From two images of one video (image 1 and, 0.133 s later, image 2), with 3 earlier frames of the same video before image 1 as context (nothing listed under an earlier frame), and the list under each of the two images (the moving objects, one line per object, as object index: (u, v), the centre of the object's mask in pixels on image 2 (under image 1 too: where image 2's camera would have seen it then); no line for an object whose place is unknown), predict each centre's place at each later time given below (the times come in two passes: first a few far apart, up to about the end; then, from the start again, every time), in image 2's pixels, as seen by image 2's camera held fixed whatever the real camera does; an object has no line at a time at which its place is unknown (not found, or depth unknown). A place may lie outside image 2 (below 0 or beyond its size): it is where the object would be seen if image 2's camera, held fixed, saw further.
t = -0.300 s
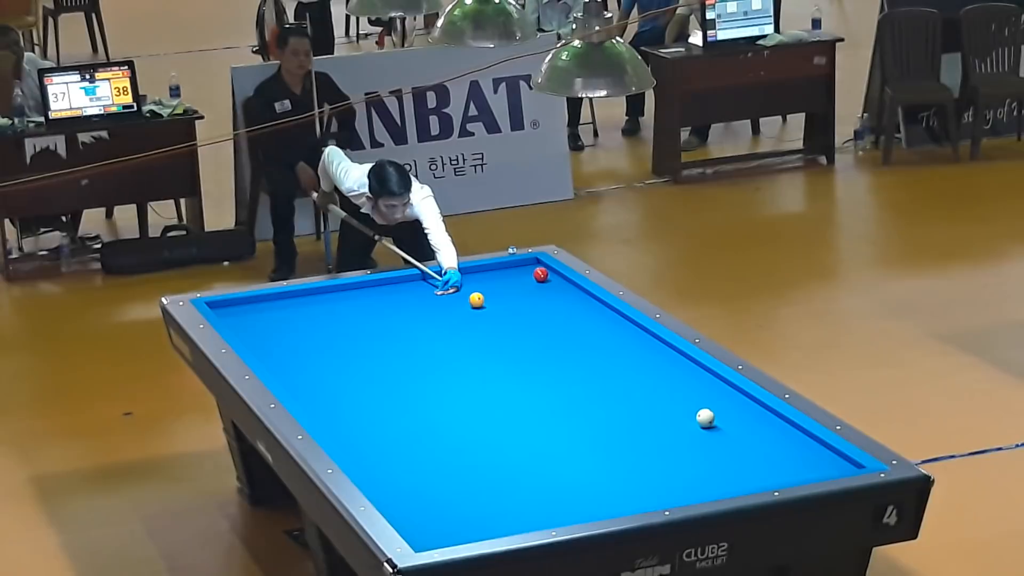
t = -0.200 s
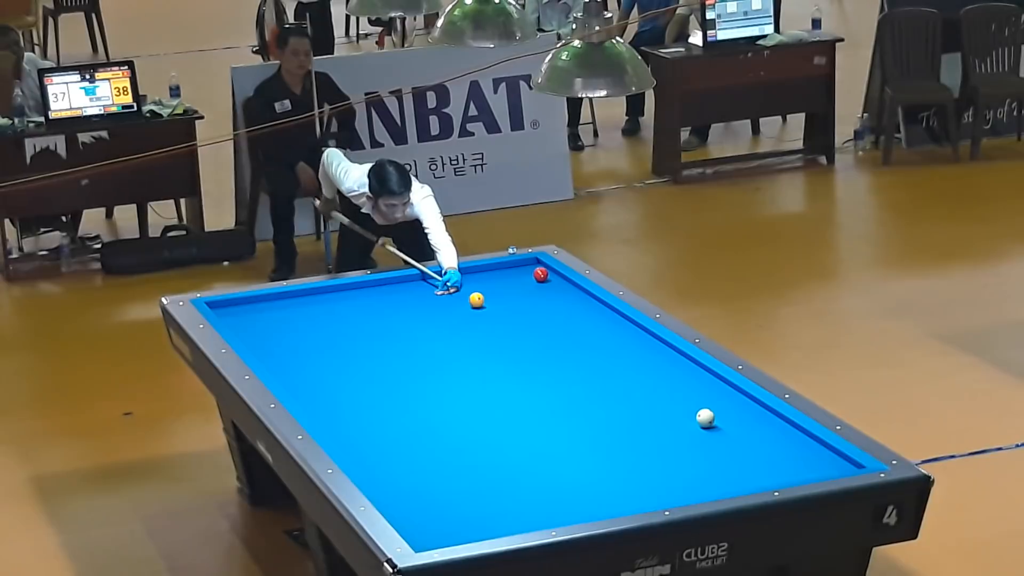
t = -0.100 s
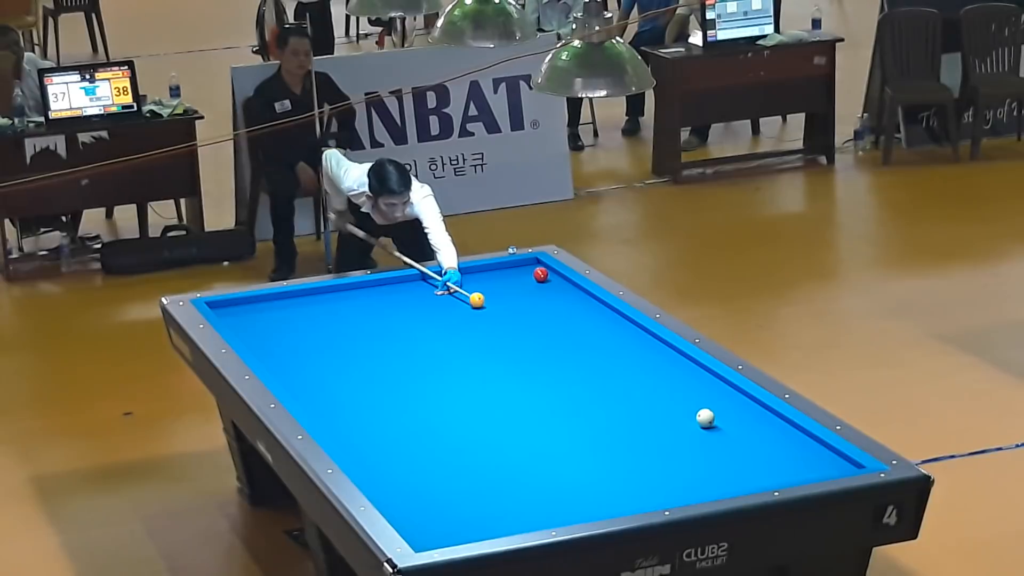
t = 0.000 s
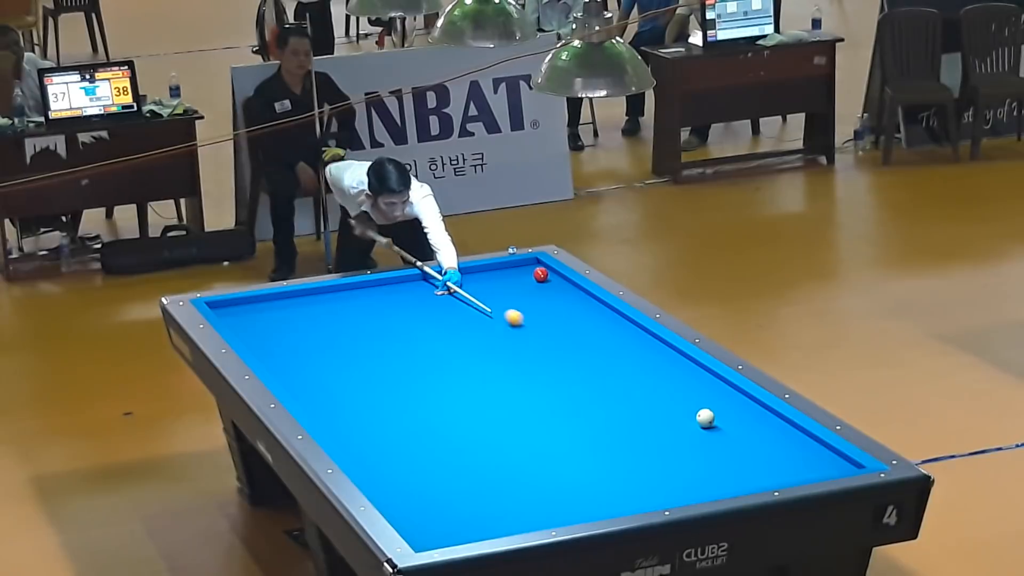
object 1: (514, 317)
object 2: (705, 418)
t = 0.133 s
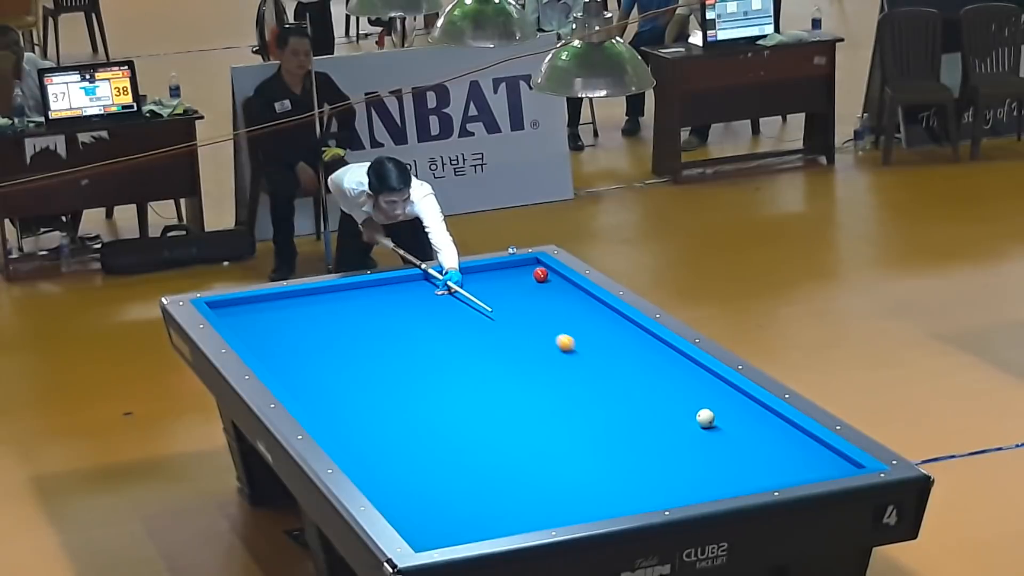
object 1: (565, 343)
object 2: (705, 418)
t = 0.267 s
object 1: (617, 369)
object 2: (705, 418)
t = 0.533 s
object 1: (730, 412)
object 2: (709, 433)
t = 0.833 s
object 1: (757, 442)
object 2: (718, 486)
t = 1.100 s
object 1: (755, 480)
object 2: (657, 463)
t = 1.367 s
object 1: (670, 474)
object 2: (607, 443)
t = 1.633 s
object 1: (588, 465)
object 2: (560, 425)
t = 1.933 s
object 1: (499, 455)
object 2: (510, 405)
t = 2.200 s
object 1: (425, 446)
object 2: (469, 390)
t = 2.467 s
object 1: (353, 438)
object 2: (430, 375)
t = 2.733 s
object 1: (350, 421)
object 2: (393, 361)
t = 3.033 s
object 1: (368, 400)
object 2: (355, 346)
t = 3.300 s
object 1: (384, 382)
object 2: (322, 334)
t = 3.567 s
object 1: (398, 366)
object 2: (292, 323)
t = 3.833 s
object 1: (412, 350)
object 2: (262, 311)
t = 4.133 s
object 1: (426, 333)
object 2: (235, 302)
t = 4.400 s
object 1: (438, 320)
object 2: (236, 311)
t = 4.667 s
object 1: (449, 307)
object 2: (236, 319)
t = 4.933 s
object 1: (460, 295)
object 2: (237, 327)
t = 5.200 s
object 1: (470, 283)
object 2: (243, 333)
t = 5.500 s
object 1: (480, 271)
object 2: (254, 340)
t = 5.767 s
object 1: (501, 268)
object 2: (263, 346)
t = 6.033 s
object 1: (527, 270)
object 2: (272, 351)
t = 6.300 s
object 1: (548, 268)
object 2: (281, 357)
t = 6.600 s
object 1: (537, 274)
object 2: (291, 362)
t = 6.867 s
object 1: (530, 278)
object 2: (299, 367)
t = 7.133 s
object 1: (524, 281)
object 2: (307, 372)
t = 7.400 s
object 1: (517, 284)
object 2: (316, 377)
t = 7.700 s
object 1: (511, 287)
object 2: (324, 382)
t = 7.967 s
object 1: (505, 290)
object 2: (332, 386)
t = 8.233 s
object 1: (500, 292)
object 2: (339, 391)
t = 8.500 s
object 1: (495, 294)
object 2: (346, 394)
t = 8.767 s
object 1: (490, 297)
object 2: (353, 398)
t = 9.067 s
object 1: (486, 299)
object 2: (360, 402)
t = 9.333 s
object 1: (483, 300)
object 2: (367, 405)
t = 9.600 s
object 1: (479, 302)
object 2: (372, 408)
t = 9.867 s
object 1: (476, 303)
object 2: (378, 411)
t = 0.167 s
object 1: (578, 349)
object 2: (705, 418)
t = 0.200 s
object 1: (591, 355)
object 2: (705, 418)
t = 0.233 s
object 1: (604, 362)
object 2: (705, 418)
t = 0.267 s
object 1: (617, 369)
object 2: (705, 418)
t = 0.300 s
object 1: (631, 375)
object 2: (705, 418)
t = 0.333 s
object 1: (644, 382)
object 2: (705, 418)
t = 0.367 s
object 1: (659, 389)
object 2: (705, 418)
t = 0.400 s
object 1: (673, 397)
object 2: (705, 418)
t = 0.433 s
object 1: (688, 404)
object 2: (705, 418)
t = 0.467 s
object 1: (701, 407)
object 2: (705, 419)
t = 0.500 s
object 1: (717, 411)
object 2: (707, 425)
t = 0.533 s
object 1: (730, 412)
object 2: (709, 433)
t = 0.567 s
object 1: (743, 412)
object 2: (711, 440)
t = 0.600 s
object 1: (757, 413)
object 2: (713, 448)
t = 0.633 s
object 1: (769, 414)
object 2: (715, 455)
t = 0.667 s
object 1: (767, 418)
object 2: (717, 463)
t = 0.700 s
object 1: (764, 423)
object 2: (719, 469)
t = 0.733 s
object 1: (761, 427)
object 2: (721, 477)
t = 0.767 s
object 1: (760, 432)
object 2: (722, 483)
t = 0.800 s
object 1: (758, 437)
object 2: (723, 487)
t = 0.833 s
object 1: (757, 442)
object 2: (718, 486)
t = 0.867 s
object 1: (757, 447)
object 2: (709, 484)
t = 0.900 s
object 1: (757, 452)
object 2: (701, 482)
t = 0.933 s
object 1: (757, 457)
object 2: (693, 478)
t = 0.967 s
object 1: (757, 462)
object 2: (685, 474)
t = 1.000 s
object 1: (756, 467)
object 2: (678, 471)
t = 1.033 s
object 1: (757, 473)
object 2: (671, 468)
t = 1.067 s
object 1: (756, 477)
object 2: (664, 466)
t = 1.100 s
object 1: (755, 480)
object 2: (657, 463)
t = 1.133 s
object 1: (750, 482)
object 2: (651, 460)
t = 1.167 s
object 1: (737, 482)
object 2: (645, 458)
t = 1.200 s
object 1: (725, 481)
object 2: (638, 455)
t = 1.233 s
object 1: (713, 480)
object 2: (631, 453)
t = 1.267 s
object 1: (702, 478)
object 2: (625, 450)
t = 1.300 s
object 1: (691, 476)
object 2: (619, 448)
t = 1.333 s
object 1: (680, 475)
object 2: (613, 446)
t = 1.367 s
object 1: (670, 474)
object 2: (607, 443)
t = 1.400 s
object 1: (659, 473)
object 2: (601, 441)
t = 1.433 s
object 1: (648, 472)
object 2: (595, 438)
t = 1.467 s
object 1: (638, 470)
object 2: (589, 436)
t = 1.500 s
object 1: (628, 469)
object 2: (583, 434)
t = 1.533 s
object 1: (618, 468)
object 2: (577, 431)
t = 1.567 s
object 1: (607, 467)
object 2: (571, 429)
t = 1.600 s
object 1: (597, 466)
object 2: (565, 427)
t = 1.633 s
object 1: (588, 465)
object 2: (560, 425)
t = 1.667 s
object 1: (577, 463)
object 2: (554, 422)
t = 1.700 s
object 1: (567, 463)
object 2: (549, 420)
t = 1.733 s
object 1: (558, 461)
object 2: (543, 418)
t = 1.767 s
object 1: (548, 460)
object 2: (537, 416)
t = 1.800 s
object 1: (538, 459)
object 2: (532, 414)
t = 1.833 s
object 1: (528, 458)
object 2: (526, 411)
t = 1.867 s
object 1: (519, 457)
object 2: (521, 410)
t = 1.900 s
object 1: (509, 456)
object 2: (515, 407)
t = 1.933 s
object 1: (499, 455)
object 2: (510, 405)
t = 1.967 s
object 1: (490, 454)
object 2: (505, 403)
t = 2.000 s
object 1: (480, 453)
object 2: (500, 401)
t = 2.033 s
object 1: (471, 452)
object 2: (495, 399)
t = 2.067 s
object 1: (461, 450)
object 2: (489, 397)
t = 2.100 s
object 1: (452, 449)
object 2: (484, 395)
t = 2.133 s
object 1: (443, 448)
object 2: (479, 393)
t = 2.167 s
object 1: (434, 447)
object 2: (474, 392)
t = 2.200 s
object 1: (425, 446)
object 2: (469, 390)
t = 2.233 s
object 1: (416, 445)
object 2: (464, 388)
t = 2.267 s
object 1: (407, 444)
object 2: (459, 386)
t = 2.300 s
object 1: (398, 443)
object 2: (454, 384)
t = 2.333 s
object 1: (389, 442)
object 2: (449, 382)
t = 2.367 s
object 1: (380, 441)
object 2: (444, 380)
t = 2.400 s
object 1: (371, 440)
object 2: (439, 379)
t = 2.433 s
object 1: (362, 439)
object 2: (435, 377)
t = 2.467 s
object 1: (353, 438)
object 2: (430, 375)
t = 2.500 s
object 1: (345, 438)
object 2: (425, 373)
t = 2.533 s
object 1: (337, 436)
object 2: (421, 371)
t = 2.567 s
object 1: (337, 434)
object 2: (416, 370)
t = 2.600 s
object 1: (340, 431)
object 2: (411, 368)
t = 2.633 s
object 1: (343, 429)
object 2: (407, 366)
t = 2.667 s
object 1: (345, 426)
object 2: (402, 364)
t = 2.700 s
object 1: (348, 424)
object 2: (398, 363)
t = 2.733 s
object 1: (350, 421)
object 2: (393, 361)
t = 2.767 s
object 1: (352, 419)
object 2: (389, 359)
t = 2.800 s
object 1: (354, 416)
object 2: (385, 358)
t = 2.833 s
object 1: (356, 414)
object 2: (380, 356)
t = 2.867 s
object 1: (358, 411)
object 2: (376, 354)
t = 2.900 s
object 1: (360, 409)
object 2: (372, 353)
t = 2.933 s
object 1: (362, 407)
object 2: (367, 351)
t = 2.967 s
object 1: (364, 404)
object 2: (363, 349)
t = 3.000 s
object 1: (366, 402)
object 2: (359, 348)
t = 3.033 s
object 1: (368, 400)
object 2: (355, 346)
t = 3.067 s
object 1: (370, 398)
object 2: (351, 345)
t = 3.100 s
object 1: (373, 395)
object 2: (347, 343)
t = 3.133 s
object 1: (374, 393)
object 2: (342, 342)
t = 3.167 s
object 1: (376, 391)
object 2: (338, 340)
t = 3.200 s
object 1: (378, 389)
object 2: (334, 339)
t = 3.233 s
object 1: (380, 387)
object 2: (330, 337)
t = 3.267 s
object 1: (382, 384)
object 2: (327, 335)
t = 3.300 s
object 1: (384, 382)
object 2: (322, 334)
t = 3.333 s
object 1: (386, 380)
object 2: (319, 332)
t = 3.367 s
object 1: (388, 378)
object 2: (315, 331)
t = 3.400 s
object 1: (389, 376)
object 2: (311, 330)
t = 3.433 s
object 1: (391, 374)
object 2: (307, 328)
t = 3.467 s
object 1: (393, 372)
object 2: (303, 327)
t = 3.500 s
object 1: (395, 370)
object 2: (299, 325)
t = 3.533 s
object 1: (396, 368)
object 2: (295, 324)
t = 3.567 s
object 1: (398, 366)
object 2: (292, 323)
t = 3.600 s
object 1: (400, 363)
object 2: (288, 321)
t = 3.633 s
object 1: (402, 362)
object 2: (284, 320)
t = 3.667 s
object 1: (403, 360)
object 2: (281, 318)
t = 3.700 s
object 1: (405, 358)
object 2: (277, 317)
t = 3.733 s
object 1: (407, 356)
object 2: (273, 316)
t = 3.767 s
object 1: (408, 354)
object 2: (270, 314)
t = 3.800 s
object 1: (410, 352)
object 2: (266, 313)
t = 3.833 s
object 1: (412, 350)
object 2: (262, 311)
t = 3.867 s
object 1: (413, 348)
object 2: (259, 310)
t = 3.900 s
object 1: (415, 346)
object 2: (255, 309)
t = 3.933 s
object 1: (417, 344)
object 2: (252, 308)
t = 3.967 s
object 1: (418, 343)
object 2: (248, 306)
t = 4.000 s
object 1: (420, 341)
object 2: (245, 305)
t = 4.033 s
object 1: (421, 339)
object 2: (241, 303)
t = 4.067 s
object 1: (423, 337)
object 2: (238, 302)
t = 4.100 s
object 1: (424, 335)
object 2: (235, 301)
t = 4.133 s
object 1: (426, 333)
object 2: (235, 302)
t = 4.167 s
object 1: (427, 332)
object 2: (235, 304)
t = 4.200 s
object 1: (429, 330)
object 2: (236, 305)
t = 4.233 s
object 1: (431, 328)
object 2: (236, 306)
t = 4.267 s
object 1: (432, 326)
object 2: (236, 307)
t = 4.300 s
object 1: (434, 325)
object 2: (236, 308)
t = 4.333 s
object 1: (435, 323)
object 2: (236, 309)
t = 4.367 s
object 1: (436, 322)
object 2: (236, 310)
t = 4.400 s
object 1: (438, 320)
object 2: (236, 311)
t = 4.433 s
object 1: (439, 318)
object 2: (236, 312)
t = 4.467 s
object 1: (441, 317)
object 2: (236, 313)
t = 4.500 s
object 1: (442, 315)
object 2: (236, 314)
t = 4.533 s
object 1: (444, 313)
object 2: (236, 315)
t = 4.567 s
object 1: (445, 312)
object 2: (236, 316)
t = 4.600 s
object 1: (446, 310)
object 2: (236, 317)
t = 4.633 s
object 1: (448, 309)
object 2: (236, 318)
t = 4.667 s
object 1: (449, 307)
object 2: (236, 319)
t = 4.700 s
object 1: (450, 305)
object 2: (236, 320)
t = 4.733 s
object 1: (452, 304)
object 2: (236, 321)
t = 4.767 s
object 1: (453, 303)
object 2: (236, 322)
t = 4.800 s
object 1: (454, 301)
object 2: (236, 323)
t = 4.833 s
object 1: (456, 299)
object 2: (236, 324)
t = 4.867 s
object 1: (457, 298)
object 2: (236, 325)
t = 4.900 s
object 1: (458, 296)
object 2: (236, 326)
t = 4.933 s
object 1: (460, 295)
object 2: (237, 327)
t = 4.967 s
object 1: (461, 294)
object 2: (237, 328)
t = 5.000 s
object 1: (462, 292)
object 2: (237, 328)
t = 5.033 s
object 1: (464, 291)
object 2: (238, 329)
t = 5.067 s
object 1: (465, 289)
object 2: (239, 330)
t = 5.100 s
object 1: (466, 288)
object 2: (240, 331)
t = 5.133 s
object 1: (467, 286)
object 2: (241, 332)
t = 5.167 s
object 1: (469, 285)
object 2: (242, 333)
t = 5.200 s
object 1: (470, 283)
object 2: (243, 333)
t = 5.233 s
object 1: (471, 282)
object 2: (244, 334)
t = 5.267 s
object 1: (472, 281)
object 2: (246, 335)
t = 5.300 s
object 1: (473, 279)
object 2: (247, 336)
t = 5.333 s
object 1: (475, 278)
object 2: (248, 337)
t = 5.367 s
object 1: (476, 277)
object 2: (249, 337)
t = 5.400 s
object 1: (477, 275)
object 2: (250, 338)
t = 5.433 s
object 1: (478, 274)
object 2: (251, 339)
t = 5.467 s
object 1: (479, 272)
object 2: (252, 340)
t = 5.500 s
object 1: (480, 271)
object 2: (254, 340)
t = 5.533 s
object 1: (482, 270)
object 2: (255, 341)
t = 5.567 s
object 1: (483, 269)
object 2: (256, 342)
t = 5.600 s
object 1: (484, 267)
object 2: (257, 342)
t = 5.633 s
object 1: (487, 267)
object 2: (258, 343)
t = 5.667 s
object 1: (491, 268)
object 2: (260, 344)
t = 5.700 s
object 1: (494, 268)
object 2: (261, 345)
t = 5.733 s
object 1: (497, 268)
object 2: (262, 345)
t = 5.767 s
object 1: (501, 268)
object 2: (263, 346)
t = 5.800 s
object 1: (504, 269)
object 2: (264, 346)
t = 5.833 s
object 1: (507, 269)
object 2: (265, 347)
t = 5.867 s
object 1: (511, 269)
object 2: (266, 348)
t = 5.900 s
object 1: (514, 269)
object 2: (268, 349)
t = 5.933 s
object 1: (517, 269)
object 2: (269, 349)
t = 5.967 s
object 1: (520, 270)
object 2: (270, 350)
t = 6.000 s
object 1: (524, 270)
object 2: (271, 351)
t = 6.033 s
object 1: (527, 270)
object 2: (272, 351)
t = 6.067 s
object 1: (529, 270)
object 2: (273, 352)
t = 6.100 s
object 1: (532, 270)
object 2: (274, 353)
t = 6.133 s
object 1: (534, 268)
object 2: (275, 353)
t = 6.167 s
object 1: (537, 268)
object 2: (276, 354)
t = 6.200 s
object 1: (541, 267)
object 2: (278, 355)
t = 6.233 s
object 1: (545, 267)
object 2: (279, 355)
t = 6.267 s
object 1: (548, 268)
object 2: (280, 356)
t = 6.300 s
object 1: (548, 268)
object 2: (281, 357)
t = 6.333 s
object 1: (545, 268)
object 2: (282, 357)
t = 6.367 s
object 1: (544, 268)
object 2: (283, 358)
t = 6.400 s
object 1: (542, 269)
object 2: (285, 359)
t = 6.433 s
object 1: (541, 270)
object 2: (285, 359)
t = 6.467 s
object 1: (540, 270)
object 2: (287, 360)
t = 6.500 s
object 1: (539, 272)
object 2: (288, 361)
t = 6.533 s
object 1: (538, 273)
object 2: (290, 361)
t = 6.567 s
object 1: (537, 273)
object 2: (291, 362)
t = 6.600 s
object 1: (537, 274)
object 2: (291, 362)
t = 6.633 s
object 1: (536, 274)
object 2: (291, 363)
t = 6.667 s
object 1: (535, 275)
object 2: (292, 363)
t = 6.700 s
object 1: (534, 275)
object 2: (293, 364)
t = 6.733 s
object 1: (534, 276)
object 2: (295, 365)
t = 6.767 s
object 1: (533, 277)
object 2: (296, 365)
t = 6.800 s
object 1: (532, 277)
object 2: (298, 366)
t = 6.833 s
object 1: (531, 278)
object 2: (299, 367)
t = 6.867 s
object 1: (530, 278)
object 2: (299, 367)
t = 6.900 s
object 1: (530, 278)
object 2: (300, 368)
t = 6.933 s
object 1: (529, 279)
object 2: (301, 369)
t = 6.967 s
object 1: (528, 279)
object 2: (302, 369)
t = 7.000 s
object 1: (527, 280)
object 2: (303, 370)
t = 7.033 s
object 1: (526, 280)
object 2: (305, 370)
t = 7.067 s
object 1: (526, 280)
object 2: (305, 371)
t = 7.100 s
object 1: (525, 281)
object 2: (306, 372)
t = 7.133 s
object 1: (524, 281)
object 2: (307, 372)
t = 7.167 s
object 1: (523, 282)
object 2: (308, 373)
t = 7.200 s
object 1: (522, 282)
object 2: (309, 374)
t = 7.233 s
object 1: (521, 282)
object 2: (311, 374)
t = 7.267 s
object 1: (521, 282)
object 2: (312, 375)
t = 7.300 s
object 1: (520, 283)
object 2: (313, 376)
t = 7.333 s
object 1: (519, 284)
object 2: (313, 376)
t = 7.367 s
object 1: (518, 284)
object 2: (314, 377)
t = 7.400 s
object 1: (517, 284)
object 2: (316, 377)
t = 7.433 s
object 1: (517, 284)
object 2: (316, 378)
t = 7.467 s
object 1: (516, 285)
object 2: (317, 378)
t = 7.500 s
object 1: (515, 285)
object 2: (319, 379)
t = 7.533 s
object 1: (514, 286)
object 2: (319, 379)
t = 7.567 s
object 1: (513, 286)
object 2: (320, 380)
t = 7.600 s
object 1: (513, 286)
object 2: (321, 381)
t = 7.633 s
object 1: (512, 287)
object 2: (322, 381)
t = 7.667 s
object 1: (511, 287)
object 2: (323, 381)
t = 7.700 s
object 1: (511, 287)
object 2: (324, 382)
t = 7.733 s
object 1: (510, 288)
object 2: (325, 383)
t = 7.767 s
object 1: (509, 288)
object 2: (326, 383)
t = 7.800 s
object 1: (508, 288)
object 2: (327, 384)
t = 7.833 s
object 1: (508, 289)
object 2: (328, 384)
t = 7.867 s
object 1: (507, 289)
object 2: (329, 385)
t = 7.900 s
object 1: (507, 289)
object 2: (330, 385)
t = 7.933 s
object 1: (506, 290)
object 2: (331, 386)
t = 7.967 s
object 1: (505, 290)
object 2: (332, 386)
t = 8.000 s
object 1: (504, 290)
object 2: (333, 387)
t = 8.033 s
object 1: (504, 291)
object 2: (334, 388)
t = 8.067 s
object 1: (503, 291)
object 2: (334, 388)
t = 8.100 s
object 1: (502, 291)
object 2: (335, 388)
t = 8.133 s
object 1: (502, 291)
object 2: (336, 389)
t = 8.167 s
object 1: (501, 292)
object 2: (337, 390)
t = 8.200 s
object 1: (500, 292)
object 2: (338, 390)
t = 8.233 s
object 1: (500, 292)
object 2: (339, 391)
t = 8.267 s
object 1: (499, 293)
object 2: (340, 391)
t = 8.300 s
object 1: (499, 293)
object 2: (341, 391)
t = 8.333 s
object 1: (498, 293)
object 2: (342, 392)
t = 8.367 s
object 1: (497, 294)
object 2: (343, 393)
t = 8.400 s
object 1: (497, 294)
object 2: (344, 393)
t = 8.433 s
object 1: (496, 294)
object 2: (344, 393)
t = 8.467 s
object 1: (495, 294)
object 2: (345, 394)
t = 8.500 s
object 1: (495, 294)
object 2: (346, 394)
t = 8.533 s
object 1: (494, 295)
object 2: (347, 395)
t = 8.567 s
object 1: (494, 295)
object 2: (348, 395)
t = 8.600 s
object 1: (493, 296)
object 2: (349, 396)
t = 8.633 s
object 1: (492, 296)
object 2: (350, 396)
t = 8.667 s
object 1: (492, 296)
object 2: (351, 397)
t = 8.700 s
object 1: (491, 296)
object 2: (351, 397)
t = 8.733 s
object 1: (491, 296)
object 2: (352, 397)
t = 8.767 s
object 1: (490, 297)
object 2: (353, 398)
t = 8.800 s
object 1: (490, 297)
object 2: (354, 398)
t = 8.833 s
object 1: (489, 297)
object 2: (355, 399)
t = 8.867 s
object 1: (489, 297)
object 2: (356, 399)
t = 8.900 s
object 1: (488, 298)
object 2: (356, 400)
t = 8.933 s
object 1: (488, 298)
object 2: (357, 400)
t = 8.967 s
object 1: (487, 298)
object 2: (358, 401)
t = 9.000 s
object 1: (487, 298)
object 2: (359, 401)
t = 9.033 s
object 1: (486, 299)
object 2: (359, 402)
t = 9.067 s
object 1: (486, 299)
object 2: (360, 402)
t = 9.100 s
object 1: (485, 299)
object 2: (361, 402)
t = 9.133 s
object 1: (485, 299)
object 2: (362, 403)
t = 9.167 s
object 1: (485, 299)
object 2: (363, 403)
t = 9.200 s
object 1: (484, 300)
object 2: (363, 404)
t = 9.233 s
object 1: (484, 300)
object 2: (364, 404)
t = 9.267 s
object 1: (483, 300)
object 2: (365, 404)
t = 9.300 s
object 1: (483, 300)
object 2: (366, 405)
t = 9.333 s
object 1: (483, 300)
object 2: (367, 405)
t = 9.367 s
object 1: (482, 300)
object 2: (367, 405)
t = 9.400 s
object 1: (482, 301)
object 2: (368, 406)
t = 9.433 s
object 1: (481, 301)
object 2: (369, 406)
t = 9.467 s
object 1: (481, 301)
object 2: (369, 406)
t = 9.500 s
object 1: (480, 301)
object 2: (370, 407)
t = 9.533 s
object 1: (480, 302)
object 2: (371, 407)
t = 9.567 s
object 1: (480, 302)
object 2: (372, 408)
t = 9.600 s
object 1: (479, 302)
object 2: (372, 408)
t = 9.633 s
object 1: (479, 302)
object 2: (373, 408)
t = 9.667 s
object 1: (478, 302)
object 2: (374, 409)
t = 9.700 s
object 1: (478, 302)
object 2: (375, 409)
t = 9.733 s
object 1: (478, 303)
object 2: (375, 410)
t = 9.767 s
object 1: (477, 303)
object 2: (376, 410)
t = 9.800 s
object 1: (477, 303)
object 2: (377, 410)
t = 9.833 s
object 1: (477, 303)
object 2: (377, 410)
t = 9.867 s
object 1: (476, 303)
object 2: (378, 411)
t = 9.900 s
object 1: (476, 303)
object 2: (379, 411)
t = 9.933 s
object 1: (476, 304)
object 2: (380, 411)
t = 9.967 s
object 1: (476, 304)
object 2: (380, 412)
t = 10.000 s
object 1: (475, 304)
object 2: (381, 412)
